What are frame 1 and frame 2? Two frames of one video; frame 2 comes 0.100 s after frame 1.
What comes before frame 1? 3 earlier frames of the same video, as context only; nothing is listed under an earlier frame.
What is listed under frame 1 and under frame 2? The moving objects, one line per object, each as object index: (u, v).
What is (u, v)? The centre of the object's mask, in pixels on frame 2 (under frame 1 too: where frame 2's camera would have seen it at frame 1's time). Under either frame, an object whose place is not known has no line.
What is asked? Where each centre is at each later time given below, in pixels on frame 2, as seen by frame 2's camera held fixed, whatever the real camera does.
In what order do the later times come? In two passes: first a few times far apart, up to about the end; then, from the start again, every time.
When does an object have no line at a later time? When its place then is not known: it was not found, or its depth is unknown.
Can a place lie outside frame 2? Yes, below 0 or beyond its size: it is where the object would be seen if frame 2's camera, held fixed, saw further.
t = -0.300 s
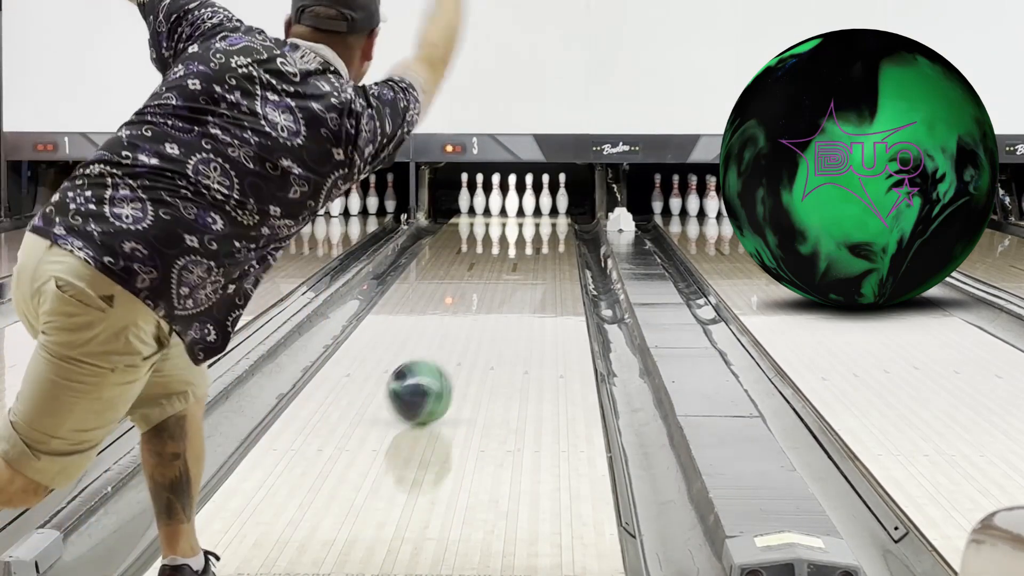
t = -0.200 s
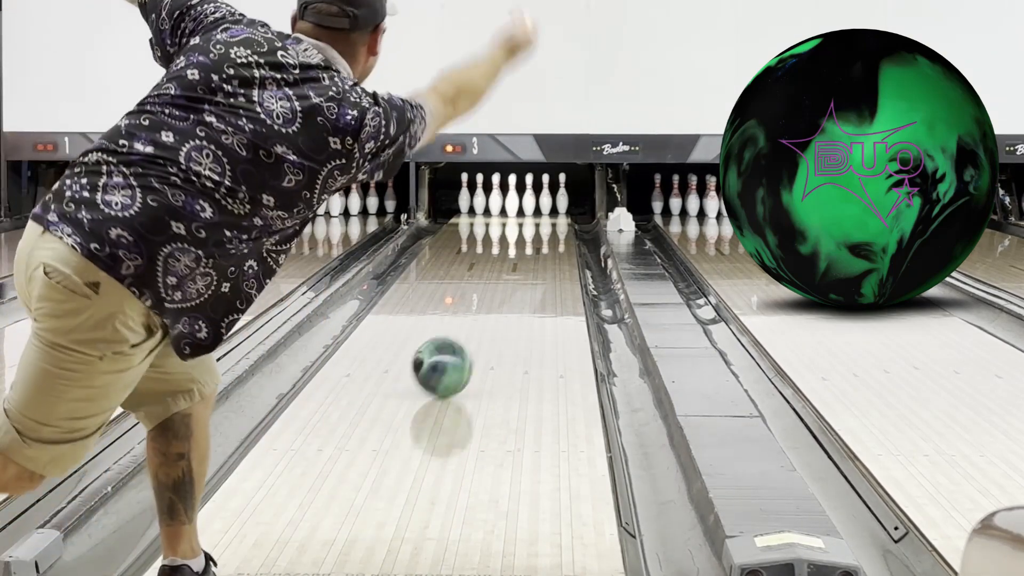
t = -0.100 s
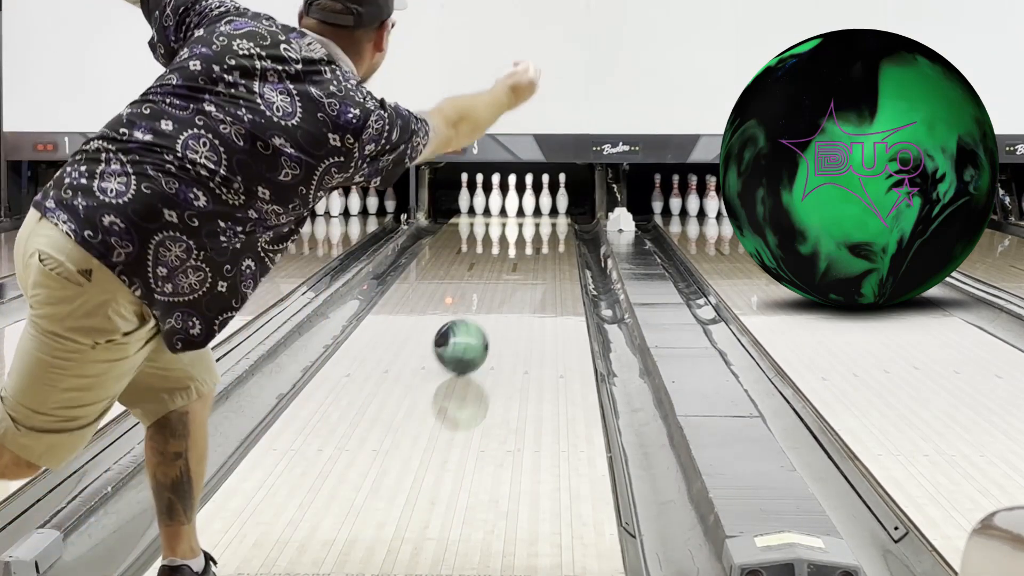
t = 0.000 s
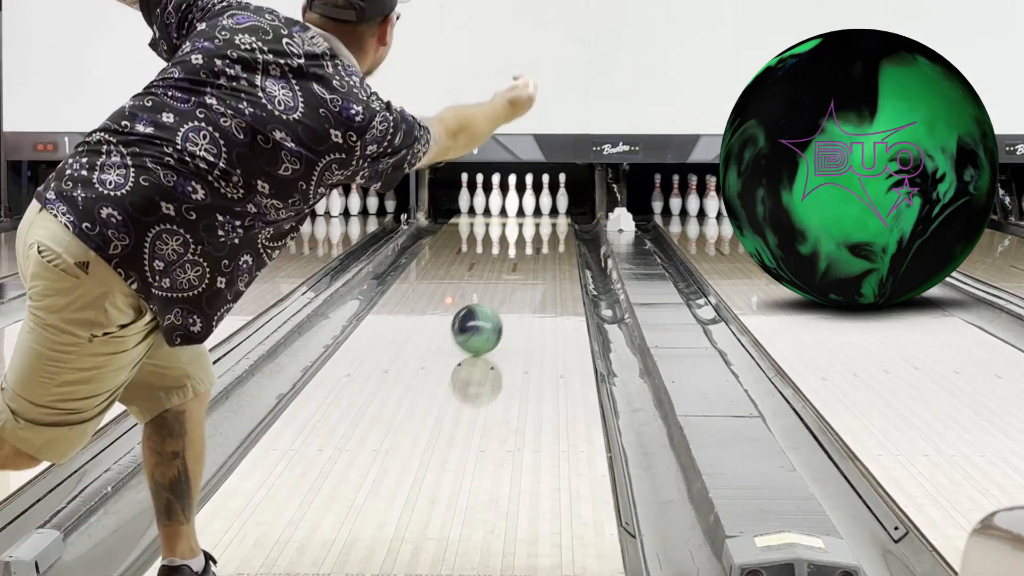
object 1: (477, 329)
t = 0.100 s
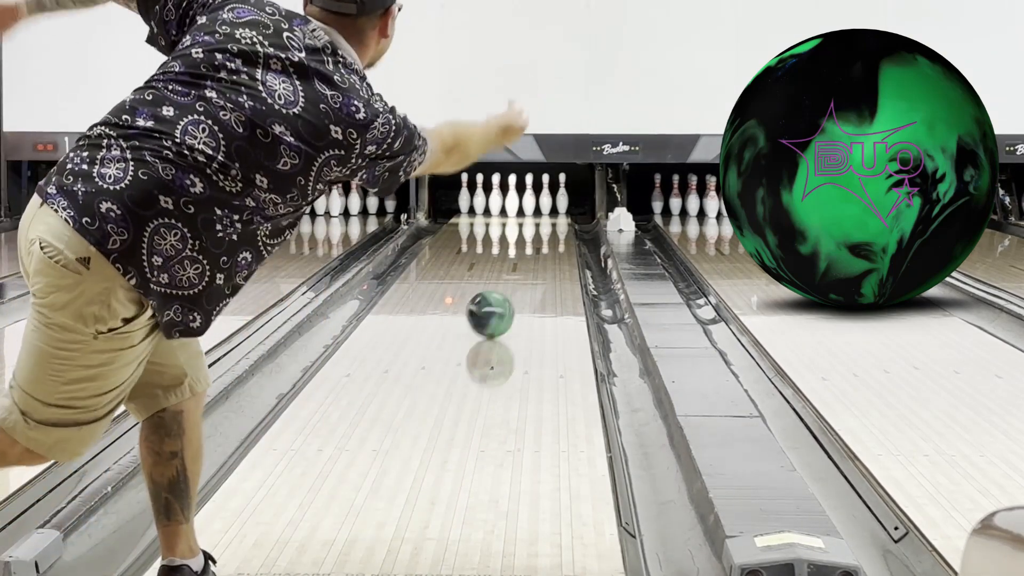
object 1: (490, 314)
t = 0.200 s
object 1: (502, 300)
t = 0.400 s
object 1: (520, 277)
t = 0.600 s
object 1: (533, 260)
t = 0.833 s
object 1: (544, 243)
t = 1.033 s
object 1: (550, 232)
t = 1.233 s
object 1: (550, 223)
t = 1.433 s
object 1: (541, 215)
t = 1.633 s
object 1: (529, 209)
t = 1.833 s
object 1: (520, 204)
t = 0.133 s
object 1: (494, 309)
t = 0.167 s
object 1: (498, 304)
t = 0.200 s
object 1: (502, 300)
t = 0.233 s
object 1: (505, 296)
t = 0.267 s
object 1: (508, 292)
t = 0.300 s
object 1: (512, 288)
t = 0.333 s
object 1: (515, 284)
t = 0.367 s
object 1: (517, 280)
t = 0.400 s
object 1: (520, 277)
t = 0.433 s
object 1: (523, 274)
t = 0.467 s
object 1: (525, 271)
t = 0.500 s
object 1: (528, 268)
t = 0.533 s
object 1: (530, 265)
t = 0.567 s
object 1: (531, 262)
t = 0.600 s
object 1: (533, 260)
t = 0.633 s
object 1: (536, 257)
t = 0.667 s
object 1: (537, 255)
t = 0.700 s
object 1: (538, 252)
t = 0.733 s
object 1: (540, 250)
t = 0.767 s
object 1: (542, 248)
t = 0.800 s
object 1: (543, 245)
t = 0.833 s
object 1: (544, 243)
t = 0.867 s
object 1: (545, 241)
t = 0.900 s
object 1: (547, 239)
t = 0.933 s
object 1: (548, 238)
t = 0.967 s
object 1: (549, 235)
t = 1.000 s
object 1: (549, 234)
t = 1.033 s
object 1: (550, 232)
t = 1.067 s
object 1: (551, 230)
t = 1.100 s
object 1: (550, 229)
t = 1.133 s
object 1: (551, 227)
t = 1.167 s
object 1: (550, 226)
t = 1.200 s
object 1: (550, 224)
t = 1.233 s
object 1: (550, 223)
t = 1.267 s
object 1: (549, 222)
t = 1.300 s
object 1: (548, 220)
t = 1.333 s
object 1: (547, 219)
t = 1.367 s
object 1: (545, 218)
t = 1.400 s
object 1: (544, 217)
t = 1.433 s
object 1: (541, 215)
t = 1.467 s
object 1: (540, 214)
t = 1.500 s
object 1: (538, 213)
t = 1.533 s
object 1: (536, 212)
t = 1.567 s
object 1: (533, 211)
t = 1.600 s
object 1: (531, 210)
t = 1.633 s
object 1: (529, 209)
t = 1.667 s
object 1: (526, 208)
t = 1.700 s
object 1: (524, 207)
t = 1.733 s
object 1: (521, 206)
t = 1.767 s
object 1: (521, 205)
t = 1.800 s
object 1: (521, 205)
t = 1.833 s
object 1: (520, 204)
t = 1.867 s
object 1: (518, 204)
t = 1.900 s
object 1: (519, 203)
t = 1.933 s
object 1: (519, 203)
